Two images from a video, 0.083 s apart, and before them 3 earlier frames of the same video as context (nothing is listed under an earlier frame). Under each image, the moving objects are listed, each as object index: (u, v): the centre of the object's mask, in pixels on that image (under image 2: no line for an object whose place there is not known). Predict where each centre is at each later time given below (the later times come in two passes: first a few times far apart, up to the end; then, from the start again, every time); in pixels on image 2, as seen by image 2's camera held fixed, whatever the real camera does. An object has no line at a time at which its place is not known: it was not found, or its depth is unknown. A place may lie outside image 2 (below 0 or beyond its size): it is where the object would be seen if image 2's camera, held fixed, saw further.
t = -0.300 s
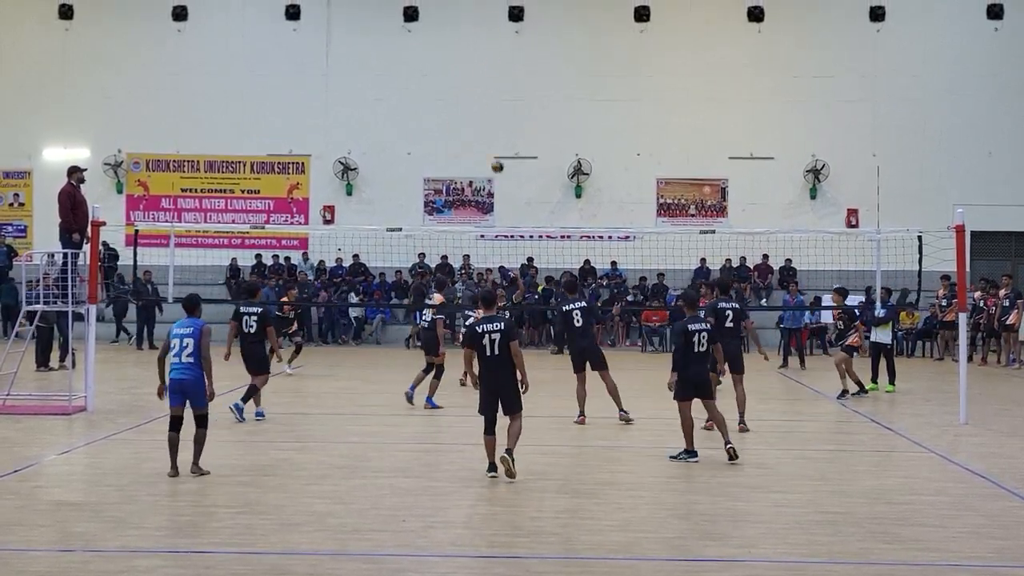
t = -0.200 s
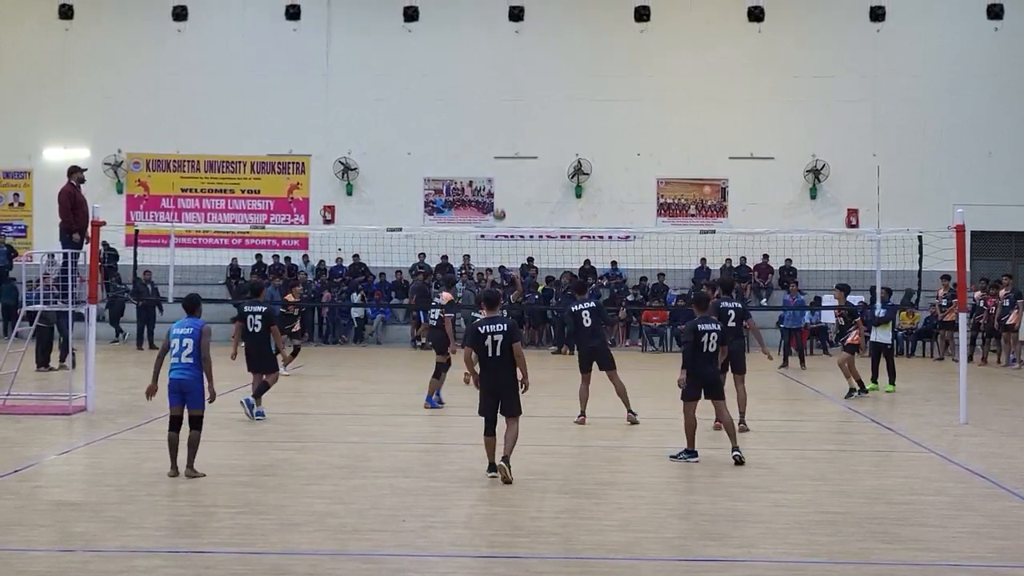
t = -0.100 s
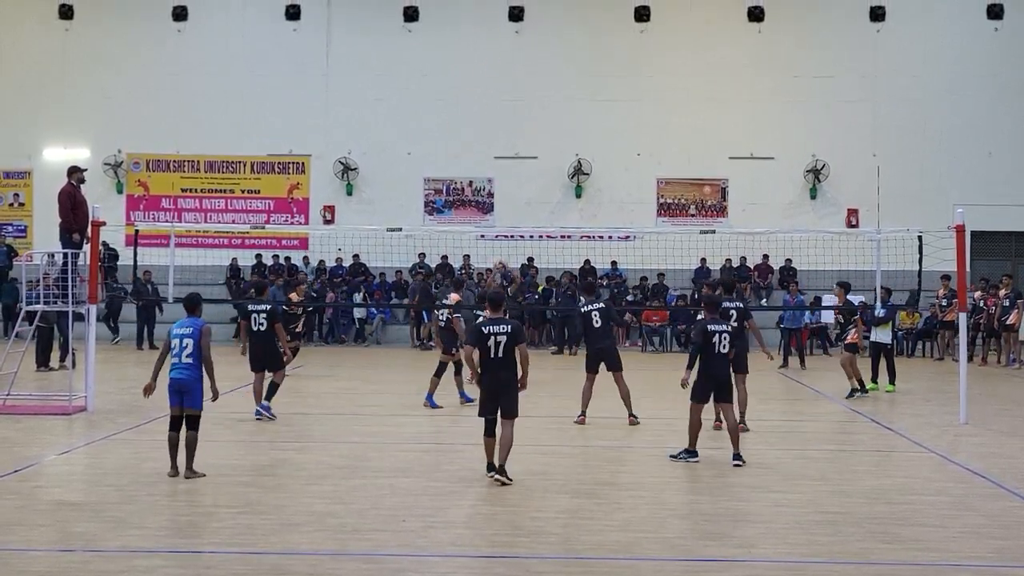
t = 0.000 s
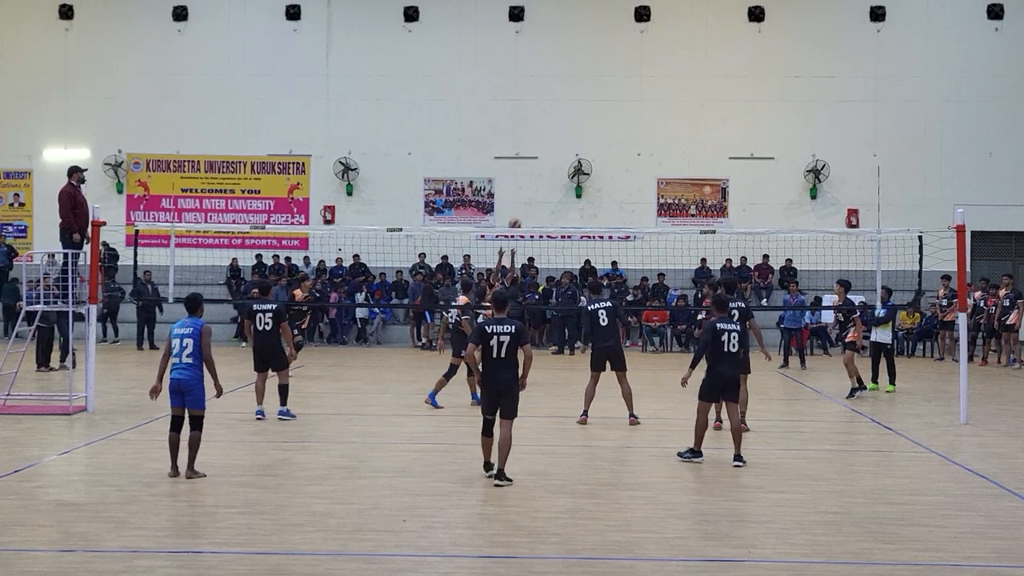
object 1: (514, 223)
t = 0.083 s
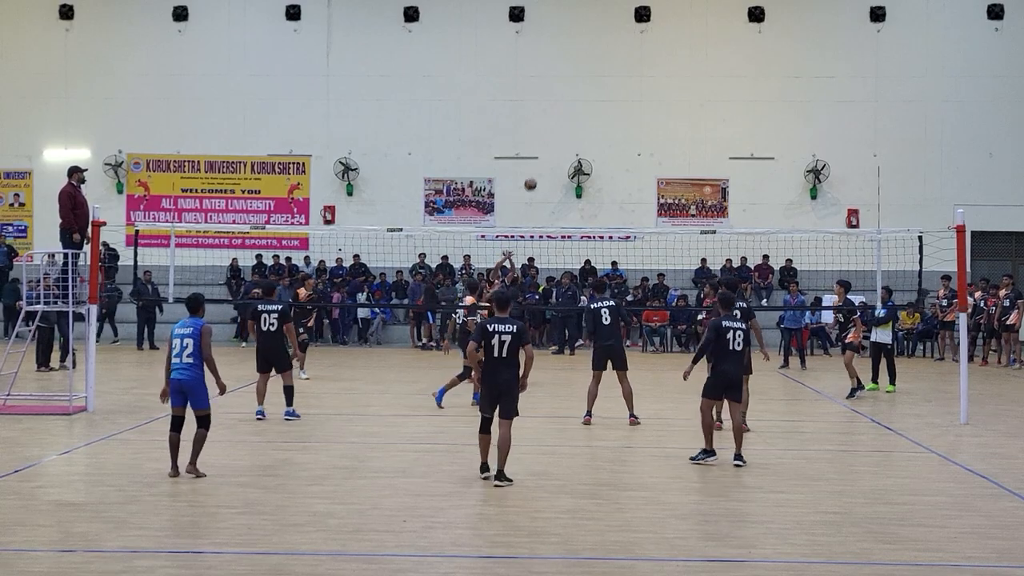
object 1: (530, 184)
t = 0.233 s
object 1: (559, 123)
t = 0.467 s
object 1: (604, 54)
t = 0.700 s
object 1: (649, 19)
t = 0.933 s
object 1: (694, 20)
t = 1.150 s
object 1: (736, 54)
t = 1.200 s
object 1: (745, 67)
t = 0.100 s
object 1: (533, 177)
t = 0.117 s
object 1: (536, 169)
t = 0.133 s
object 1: (540, 162)
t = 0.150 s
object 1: (543, 155)
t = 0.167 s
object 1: (546, 148)
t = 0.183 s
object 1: (549, 141)
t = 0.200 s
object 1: (552, 135)
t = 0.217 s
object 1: (556, 129)
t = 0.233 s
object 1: (559, 123)
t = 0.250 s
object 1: (562, 117)
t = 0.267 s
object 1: (566, 111)
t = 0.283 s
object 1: (569, 105)
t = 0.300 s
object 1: (572, 100)
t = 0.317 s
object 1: (575, 95)
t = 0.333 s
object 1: (578, 89)
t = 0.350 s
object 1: (582, 84)
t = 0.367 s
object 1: (585, 80)
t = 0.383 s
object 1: (588, 75)
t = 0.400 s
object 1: (591, 71)
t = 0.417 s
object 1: (595, 66)
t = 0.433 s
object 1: (598, 62)
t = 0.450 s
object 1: (601, 58)
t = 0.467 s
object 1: (604, 54)
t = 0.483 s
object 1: (607, 51)
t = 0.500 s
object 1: (611, 47)
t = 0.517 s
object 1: (614, 44)
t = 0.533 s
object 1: (617, 41)
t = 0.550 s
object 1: (620, 38)
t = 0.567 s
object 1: (623, 35)
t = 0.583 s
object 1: (627, 33)
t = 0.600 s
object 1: (630, 30)
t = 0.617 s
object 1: (633, 28)
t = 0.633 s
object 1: (636, 26)
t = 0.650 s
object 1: (640, 24)
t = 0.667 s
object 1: (643, 22)
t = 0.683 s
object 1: (646, 20)
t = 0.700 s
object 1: (649, 19)
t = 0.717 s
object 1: (653, 19)
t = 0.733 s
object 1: (656, 17)
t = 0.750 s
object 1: (659, 17)
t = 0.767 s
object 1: (662, 16)
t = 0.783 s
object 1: (665, 16)
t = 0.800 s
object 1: (668, 15)
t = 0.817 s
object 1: (672, 15)
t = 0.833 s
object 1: (675, 15)
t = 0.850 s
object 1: (678, 16)
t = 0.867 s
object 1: (682, 16)
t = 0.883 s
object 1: (685, 17)
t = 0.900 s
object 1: (688, 18)
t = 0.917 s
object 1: (691, 19)
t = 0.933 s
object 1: (694, 20)
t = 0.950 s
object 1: (698, 22)
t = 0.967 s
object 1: (701, 23)
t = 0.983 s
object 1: (704, 25)
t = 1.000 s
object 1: (707, 27)
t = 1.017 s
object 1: (711, 29)
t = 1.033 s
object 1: (714, 31)
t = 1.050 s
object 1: (717, 34)
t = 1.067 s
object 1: (720, 37)
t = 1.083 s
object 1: (723, 40)
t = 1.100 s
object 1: (726, 43)
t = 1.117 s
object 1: (730, 47)
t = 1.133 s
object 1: (733, 50)
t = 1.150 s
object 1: (736, 54)
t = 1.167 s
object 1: (739, 58)
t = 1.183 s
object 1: (742, 62)
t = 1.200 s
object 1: (745, 67)
